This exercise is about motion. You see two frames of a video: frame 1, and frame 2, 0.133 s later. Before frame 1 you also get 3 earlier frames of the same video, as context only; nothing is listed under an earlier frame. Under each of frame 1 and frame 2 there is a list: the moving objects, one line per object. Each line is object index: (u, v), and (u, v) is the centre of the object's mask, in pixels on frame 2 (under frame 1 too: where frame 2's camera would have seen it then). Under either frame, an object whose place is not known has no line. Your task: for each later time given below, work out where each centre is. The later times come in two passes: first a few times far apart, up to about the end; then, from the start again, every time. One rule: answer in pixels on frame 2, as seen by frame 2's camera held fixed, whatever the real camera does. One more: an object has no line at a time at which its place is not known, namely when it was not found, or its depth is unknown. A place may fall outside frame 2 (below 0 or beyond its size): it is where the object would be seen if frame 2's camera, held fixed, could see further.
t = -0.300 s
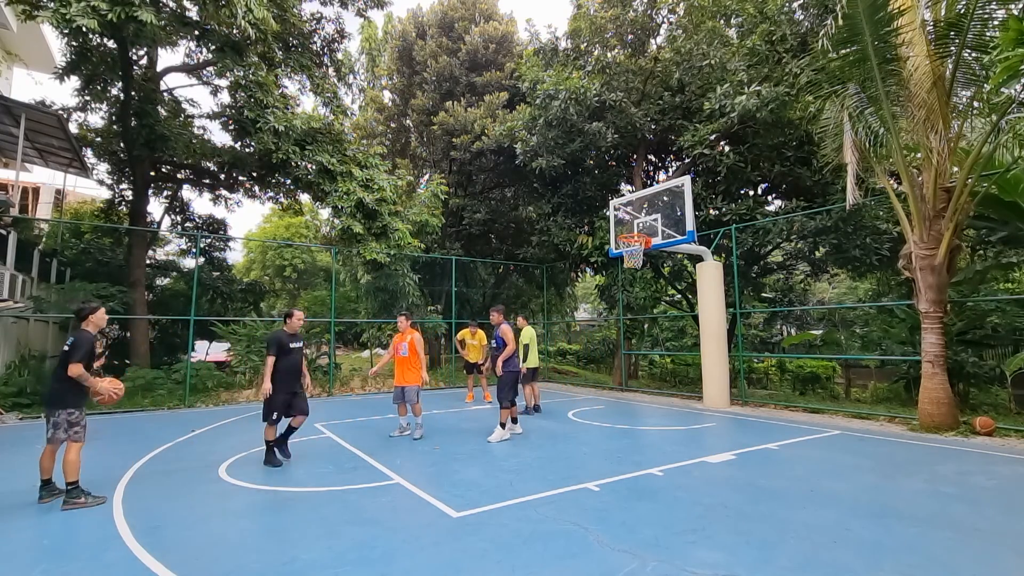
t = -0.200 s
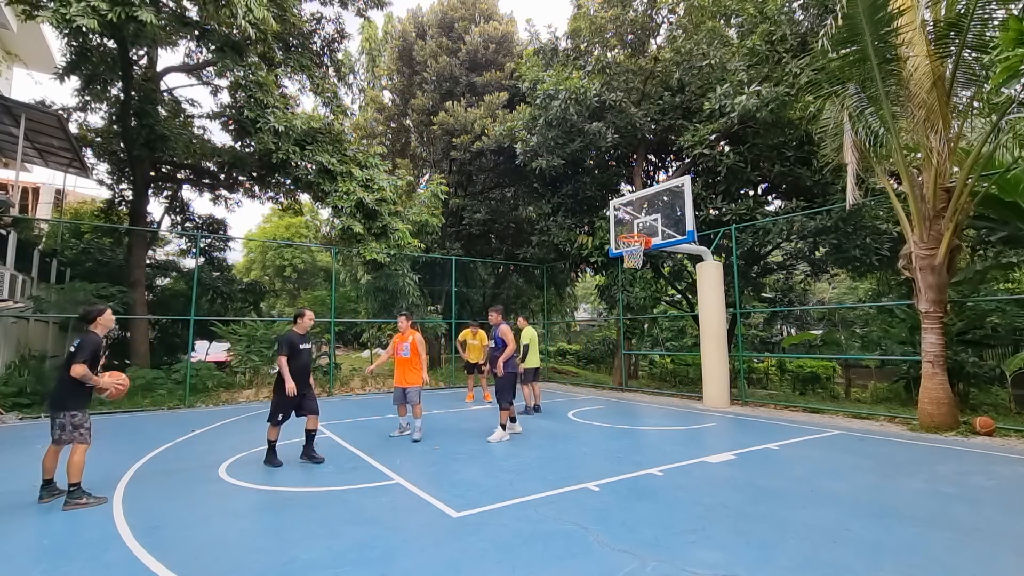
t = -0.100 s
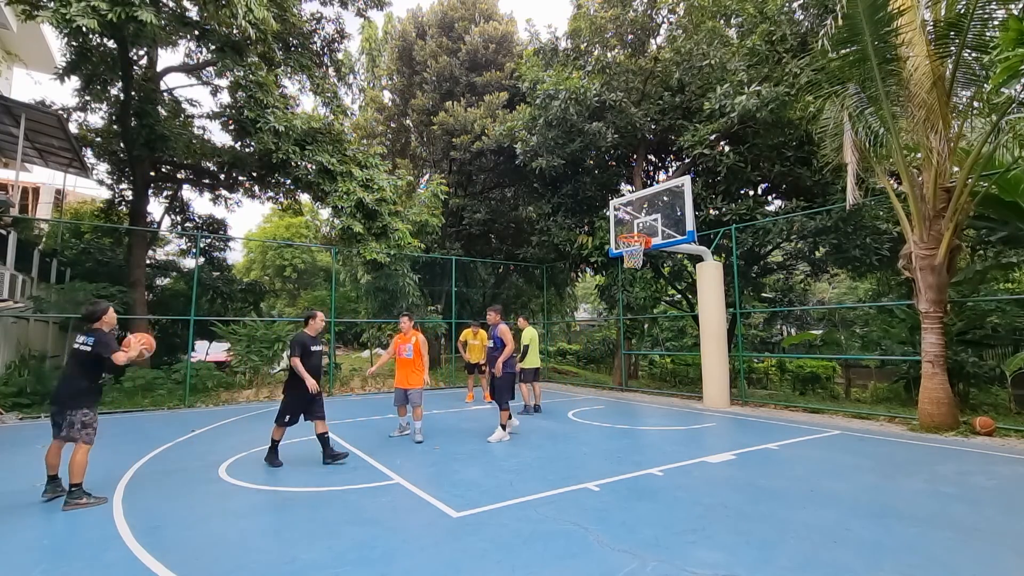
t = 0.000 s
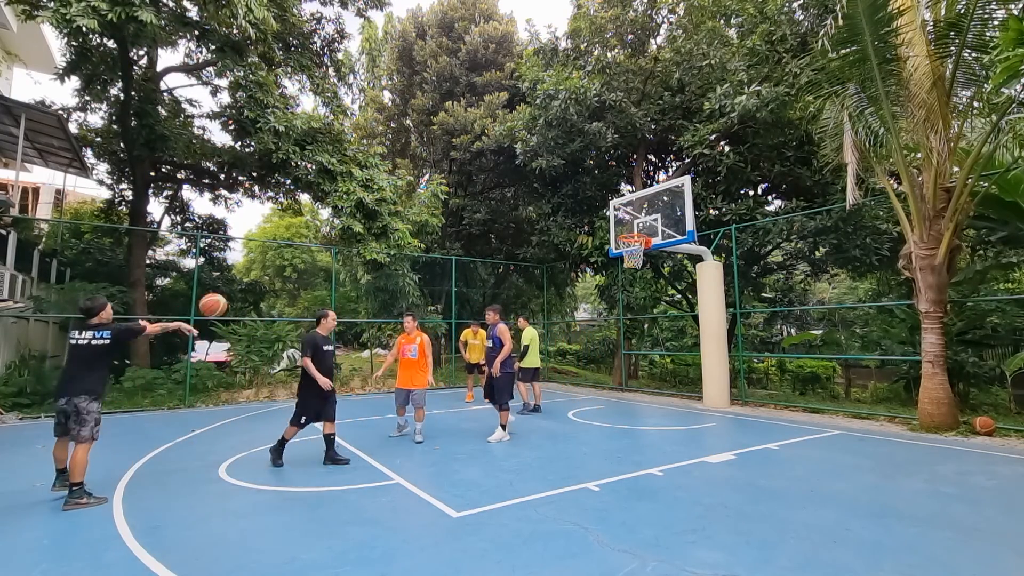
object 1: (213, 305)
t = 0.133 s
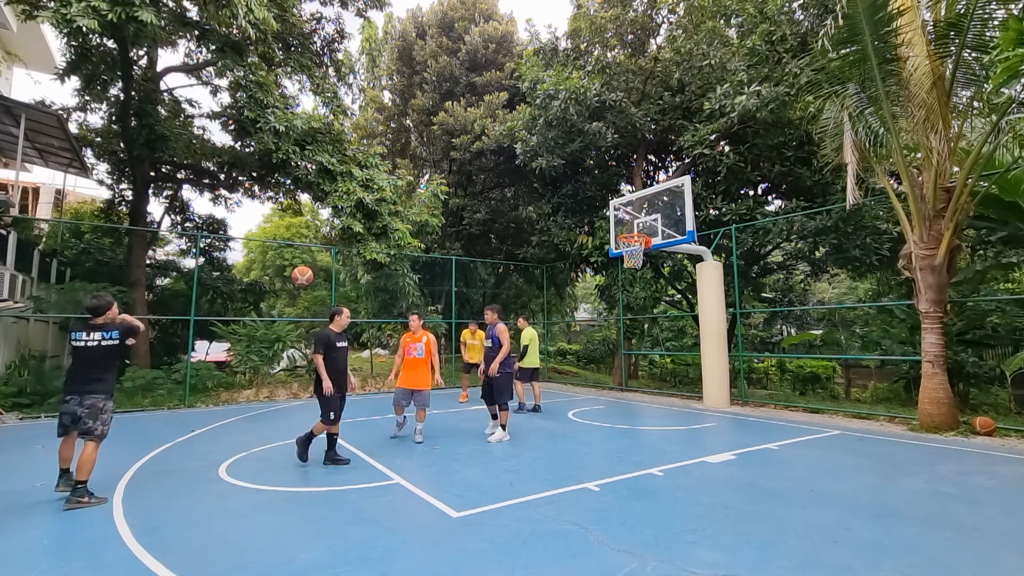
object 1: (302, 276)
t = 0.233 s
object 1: (350, 267)
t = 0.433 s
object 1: (419, 271)
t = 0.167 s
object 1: (319, 271)
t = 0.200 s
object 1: (336, 269)
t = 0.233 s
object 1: (350, 267)
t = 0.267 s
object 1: (364, 266)
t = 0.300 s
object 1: (376, 266)
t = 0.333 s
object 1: (388, 267)
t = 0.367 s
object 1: (399, 268)
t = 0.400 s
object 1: (409, 269)
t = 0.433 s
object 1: (419, 271)
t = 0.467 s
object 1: (427, 274)
